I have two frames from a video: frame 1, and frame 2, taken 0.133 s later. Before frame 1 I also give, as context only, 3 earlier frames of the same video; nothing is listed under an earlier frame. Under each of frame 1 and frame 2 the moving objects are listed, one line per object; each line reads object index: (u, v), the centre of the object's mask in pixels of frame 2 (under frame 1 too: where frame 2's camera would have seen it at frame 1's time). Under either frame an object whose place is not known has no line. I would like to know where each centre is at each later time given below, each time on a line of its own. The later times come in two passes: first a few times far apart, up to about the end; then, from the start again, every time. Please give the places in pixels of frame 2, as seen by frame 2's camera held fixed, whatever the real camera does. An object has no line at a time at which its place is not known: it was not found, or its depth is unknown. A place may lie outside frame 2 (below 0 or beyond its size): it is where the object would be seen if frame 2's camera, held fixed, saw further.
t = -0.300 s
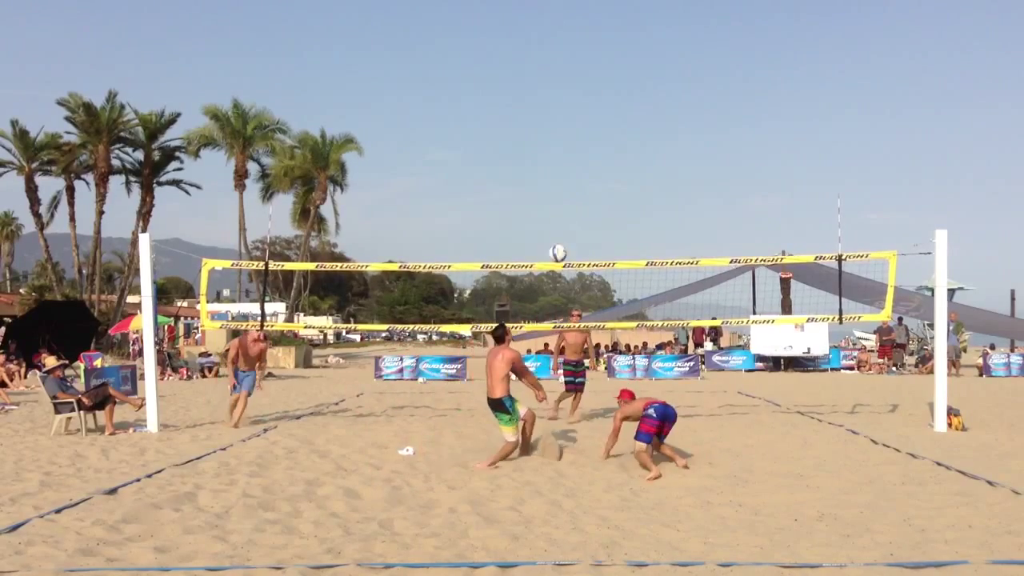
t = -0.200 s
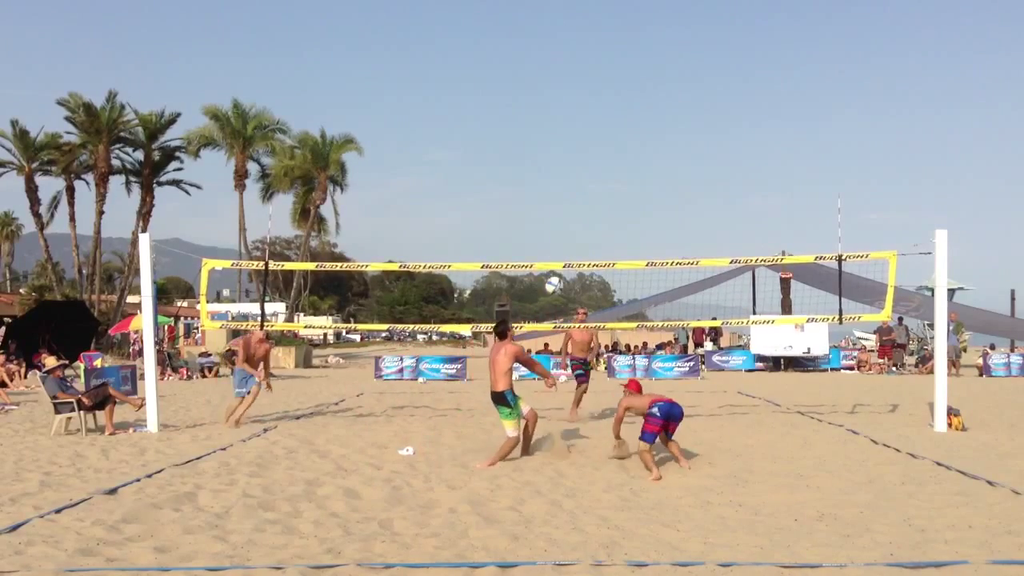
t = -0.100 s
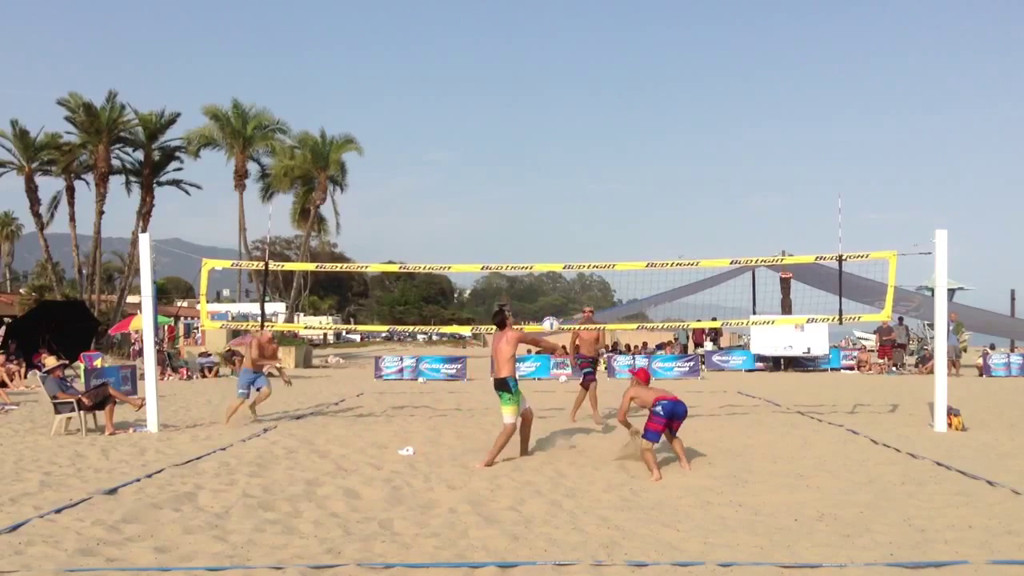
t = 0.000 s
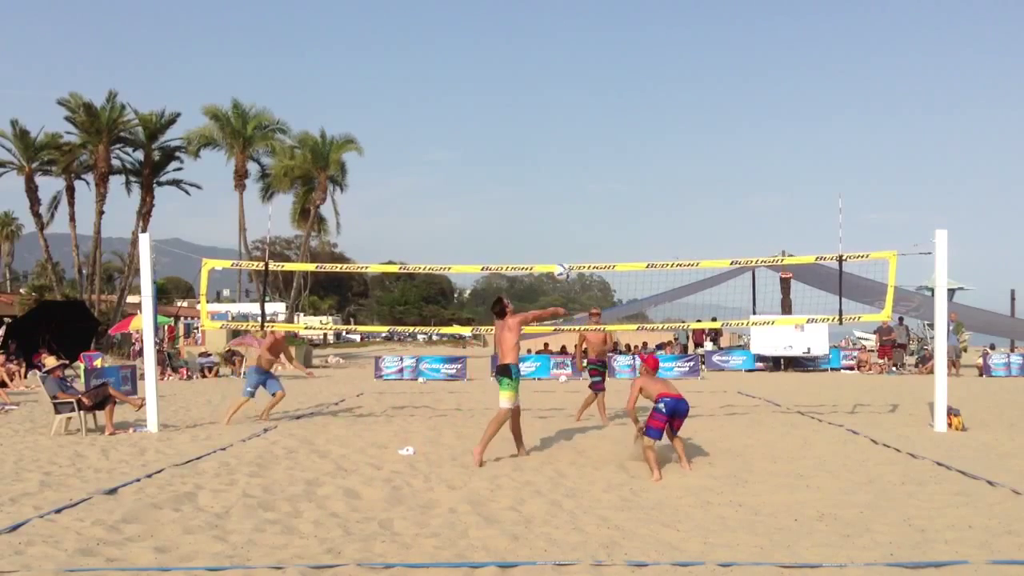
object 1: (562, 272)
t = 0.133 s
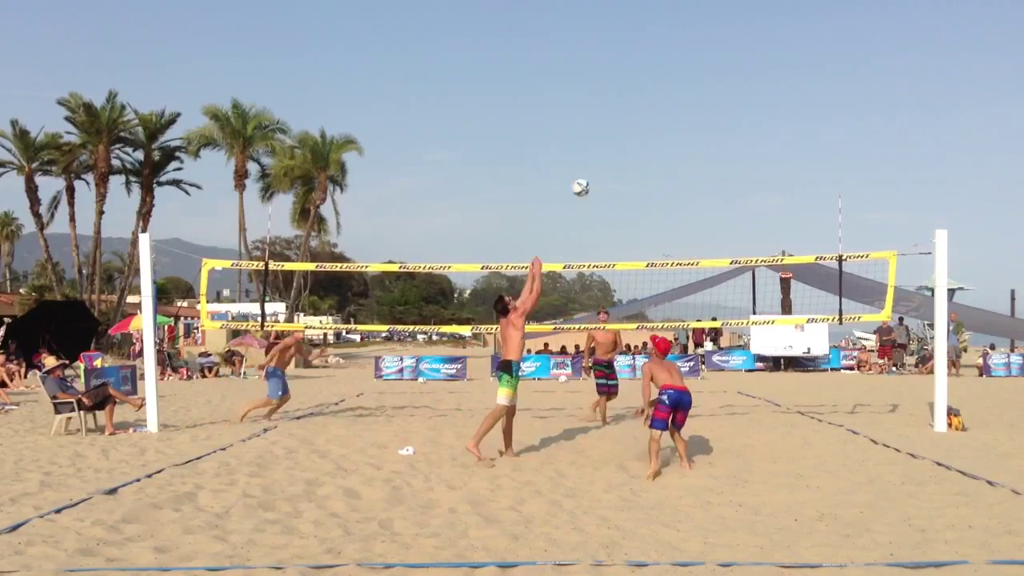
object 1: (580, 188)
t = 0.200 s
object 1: (589, 152)
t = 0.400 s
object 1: (615, 68)
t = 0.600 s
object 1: (641, 21)
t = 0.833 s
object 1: (668, 7)
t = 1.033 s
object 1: (691, 28)
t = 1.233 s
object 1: (712, 80)
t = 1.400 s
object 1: (728, 144)
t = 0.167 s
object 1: (585, 169)
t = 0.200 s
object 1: (589, 152)
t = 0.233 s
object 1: (594, 135)
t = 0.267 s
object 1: (598, 120)
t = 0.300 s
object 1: (603, 106)
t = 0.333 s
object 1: (607, 92)
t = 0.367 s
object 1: (611, 80)
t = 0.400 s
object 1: (615, 68)
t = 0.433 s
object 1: (620, 58)
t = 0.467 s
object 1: (624, 49)
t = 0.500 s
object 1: (628, 40)
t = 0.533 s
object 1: (633, 33)
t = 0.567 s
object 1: (637, 26)
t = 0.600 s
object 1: (641, 21)
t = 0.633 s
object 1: (645, 16)
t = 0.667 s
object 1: (649, 12)
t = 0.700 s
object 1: (653, 9)
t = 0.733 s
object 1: (657, 7)
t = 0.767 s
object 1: (661, 7)
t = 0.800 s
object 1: (665, 7)
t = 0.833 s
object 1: (668, 7)
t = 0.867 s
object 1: (672, 8)
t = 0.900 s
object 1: (676, 10)
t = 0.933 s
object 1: (680, 13)
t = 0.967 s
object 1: (684, 17)
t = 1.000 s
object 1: (688, 22)
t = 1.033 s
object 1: (691, 28)
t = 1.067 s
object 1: (695, 34)
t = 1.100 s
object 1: (699, 42)
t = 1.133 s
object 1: (702, 50)
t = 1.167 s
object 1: (706, 59)
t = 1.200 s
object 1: (710, 69)
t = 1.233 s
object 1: (712, 80)
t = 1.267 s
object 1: (716, 91)
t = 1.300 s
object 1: (719, 103)
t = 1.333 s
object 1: (722, 116)
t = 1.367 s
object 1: (725, 130)
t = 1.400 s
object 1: (728, 144)
